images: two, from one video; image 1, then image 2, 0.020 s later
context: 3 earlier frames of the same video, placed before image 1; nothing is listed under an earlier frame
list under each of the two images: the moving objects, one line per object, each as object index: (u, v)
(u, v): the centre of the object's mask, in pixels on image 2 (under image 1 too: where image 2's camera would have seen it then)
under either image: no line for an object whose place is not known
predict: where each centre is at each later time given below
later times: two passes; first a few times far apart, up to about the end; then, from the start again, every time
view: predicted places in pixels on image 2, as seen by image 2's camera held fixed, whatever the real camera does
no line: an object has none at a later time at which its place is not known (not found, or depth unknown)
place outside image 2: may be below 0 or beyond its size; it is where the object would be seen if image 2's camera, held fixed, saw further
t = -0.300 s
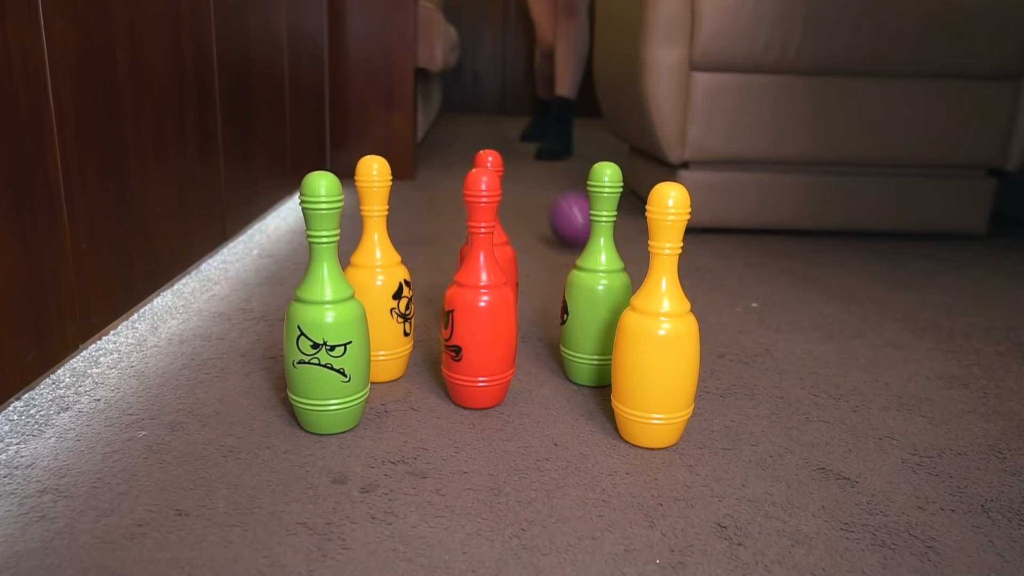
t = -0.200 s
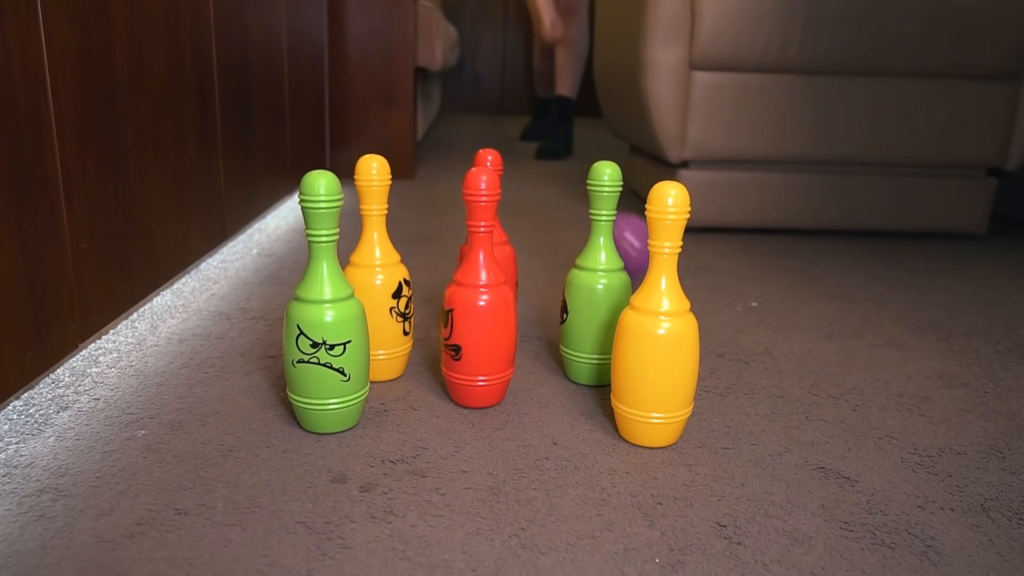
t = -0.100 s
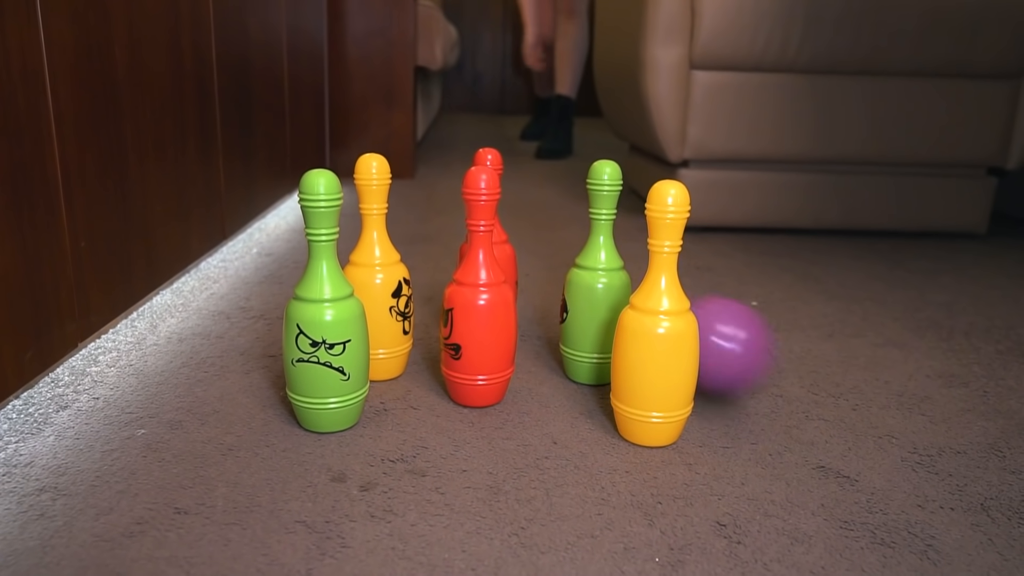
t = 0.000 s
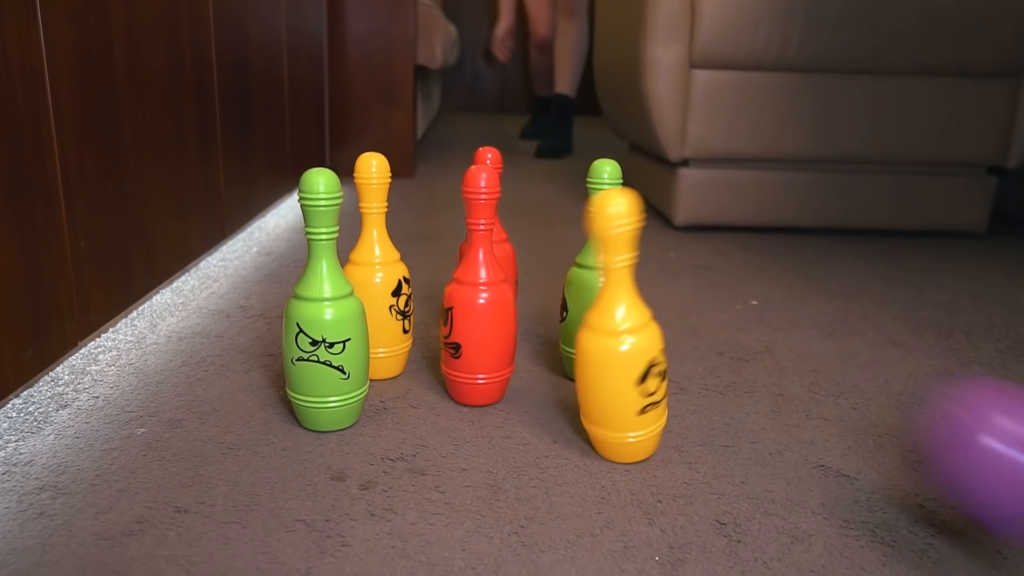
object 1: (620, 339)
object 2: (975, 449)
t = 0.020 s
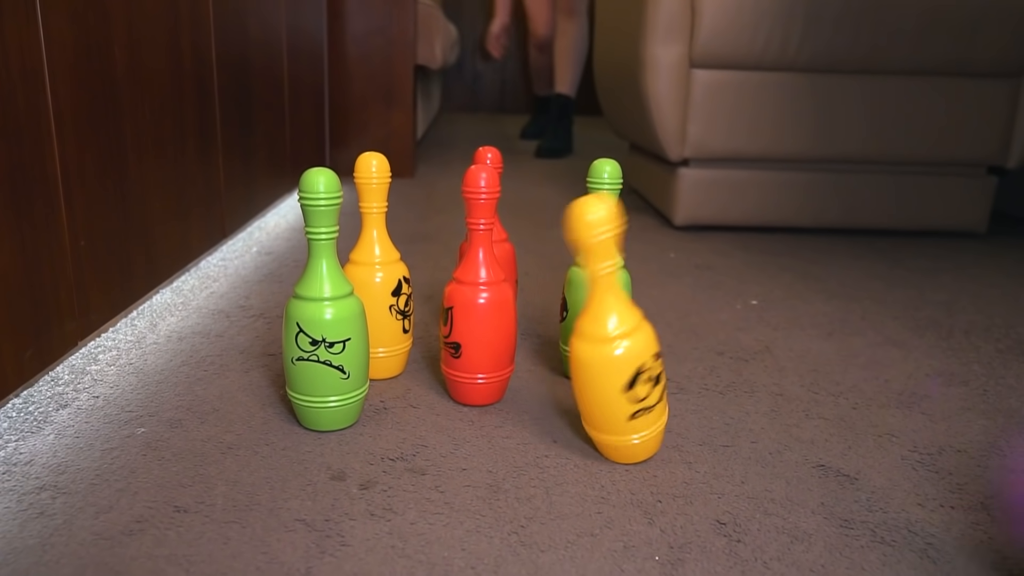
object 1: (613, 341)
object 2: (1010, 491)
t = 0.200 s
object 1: (518, 465)
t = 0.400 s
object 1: (460, 507)
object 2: (839, 416)
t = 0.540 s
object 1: (471, 534)
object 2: (707, 373)
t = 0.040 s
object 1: (604, 347)
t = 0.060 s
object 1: (594, 349)
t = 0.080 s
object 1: (584, 357)
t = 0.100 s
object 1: (570, 367)
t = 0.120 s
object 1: (555, 381)
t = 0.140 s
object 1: (539, 401)
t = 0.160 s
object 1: (523, 427)
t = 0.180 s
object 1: (508, 455)
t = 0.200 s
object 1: (518, 465)
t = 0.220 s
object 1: (510, 455)
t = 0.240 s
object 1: (505, 446)
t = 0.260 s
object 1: (500, 442)
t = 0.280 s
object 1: (495, 444)
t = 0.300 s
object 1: (489, 453)
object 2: (998, 452)
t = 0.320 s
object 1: (480, 467)
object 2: (972, 452)
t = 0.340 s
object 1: (471, 487)
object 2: (941, 454)
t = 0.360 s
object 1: (456, 504)
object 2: (892, 459)
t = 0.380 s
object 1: (460, 508)
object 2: (860, 442)
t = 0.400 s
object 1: (460, 507)
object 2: (839, 416)
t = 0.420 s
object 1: (459, 508)
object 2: (820, 396)
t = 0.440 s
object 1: (458, 514)
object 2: (799, 383)
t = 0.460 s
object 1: (454, 521)
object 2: (779, 375)
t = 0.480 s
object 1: (453, 524)
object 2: (760, 373)
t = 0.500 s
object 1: (458, 530)
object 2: (740, 375)
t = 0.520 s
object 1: (465, 533)
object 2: (721, 381)
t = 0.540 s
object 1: (471, 534)
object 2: (707, 373)
